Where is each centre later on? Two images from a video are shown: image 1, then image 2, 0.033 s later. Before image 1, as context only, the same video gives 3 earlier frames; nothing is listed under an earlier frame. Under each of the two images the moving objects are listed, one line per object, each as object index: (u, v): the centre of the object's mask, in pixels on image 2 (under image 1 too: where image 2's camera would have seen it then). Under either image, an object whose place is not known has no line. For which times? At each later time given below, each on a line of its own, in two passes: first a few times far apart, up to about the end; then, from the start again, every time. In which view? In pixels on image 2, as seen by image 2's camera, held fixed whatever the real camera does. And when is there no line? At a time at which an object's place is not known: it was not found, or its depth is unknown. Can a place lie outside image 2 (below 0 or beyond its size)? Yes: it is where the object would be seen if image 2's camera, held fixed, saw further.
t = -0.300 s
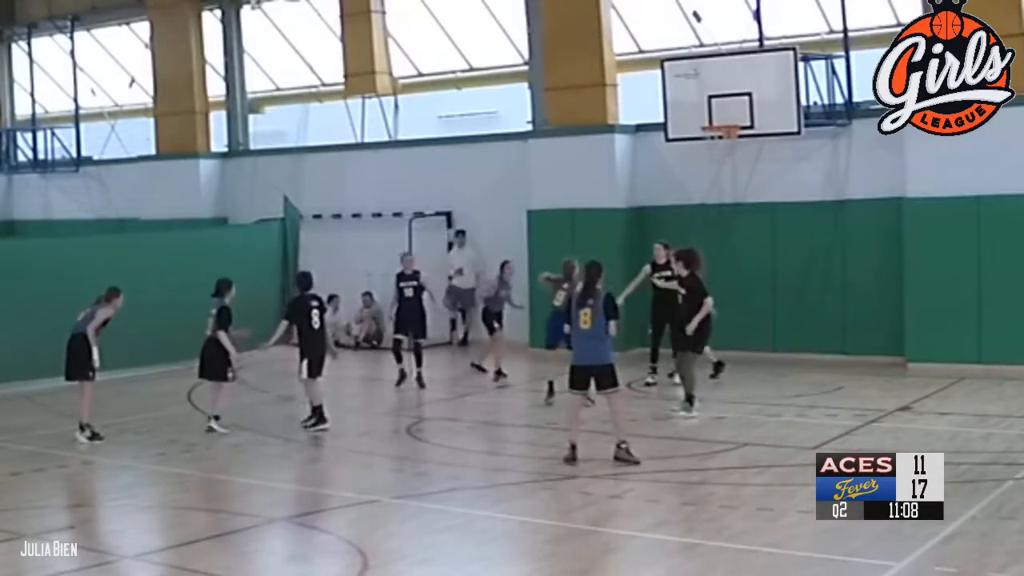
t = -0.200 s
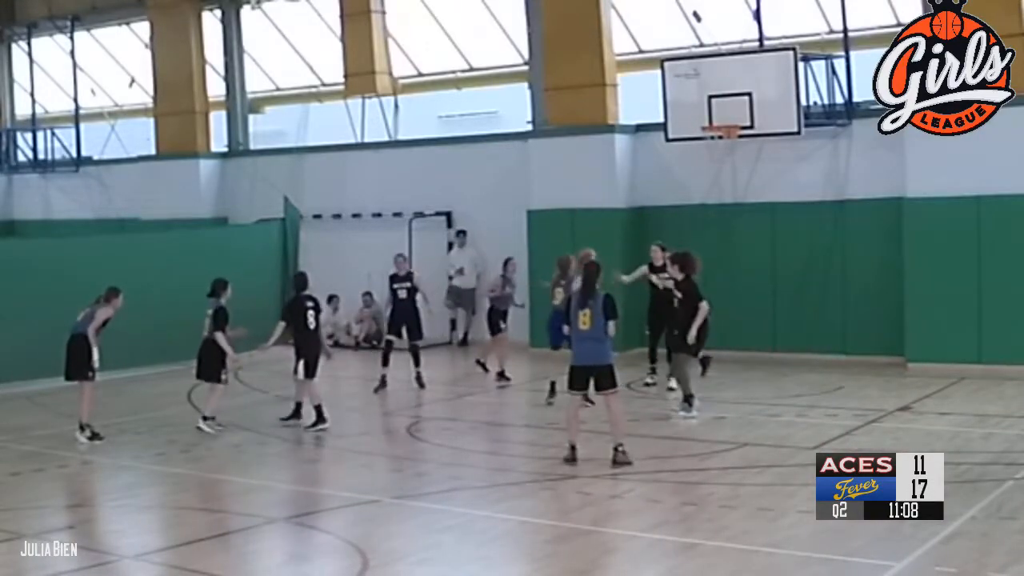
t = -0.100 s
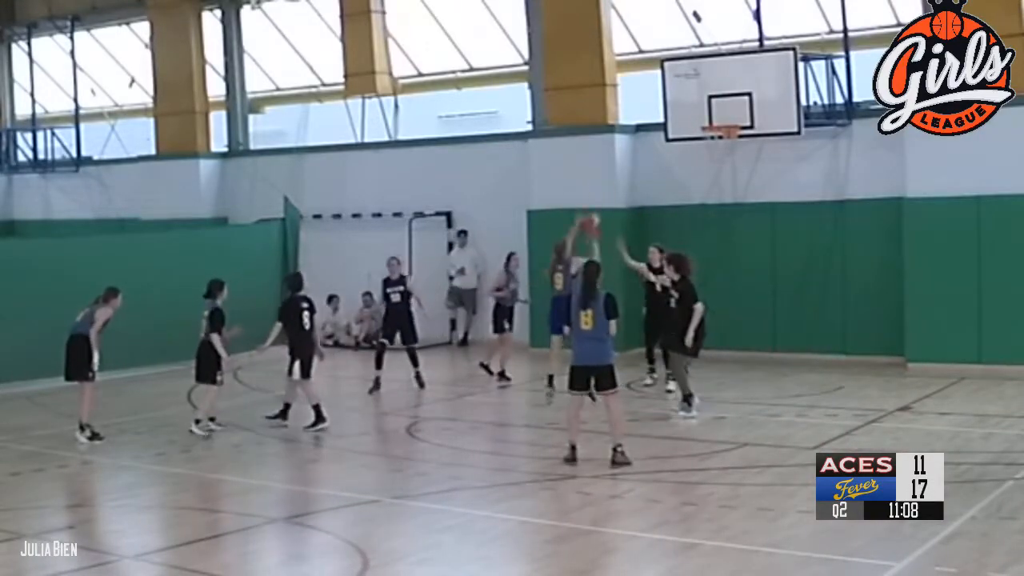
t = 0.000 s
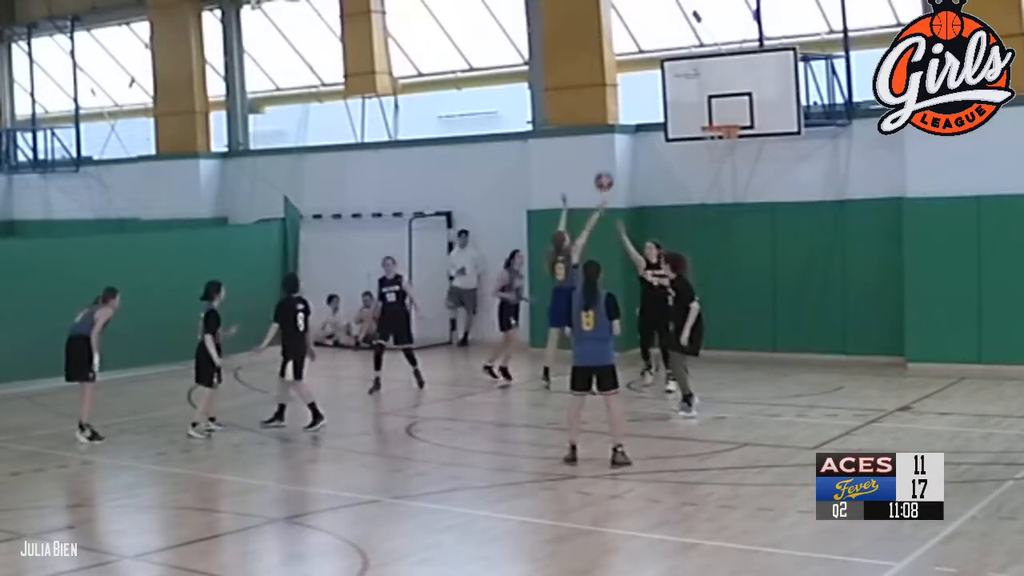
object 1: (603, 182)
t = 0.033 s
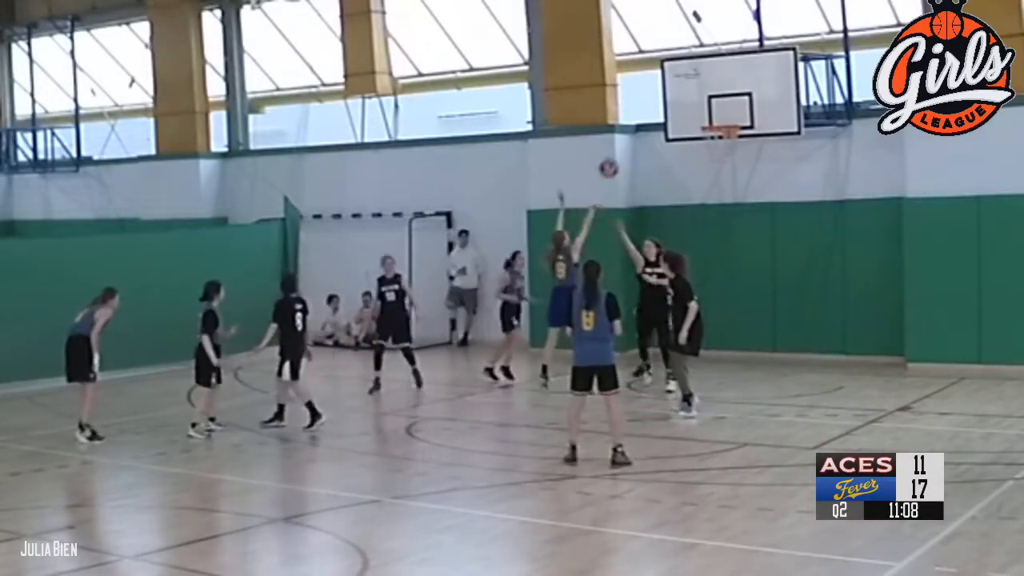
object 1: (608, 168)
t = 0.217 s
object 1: (636, 116)
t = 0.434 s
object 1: (668, 90)
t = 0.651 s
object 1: (701, 106)
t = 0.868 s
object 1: (731, 150)
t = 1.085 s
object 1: (746, 204)
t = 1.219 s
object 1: (757, 254)
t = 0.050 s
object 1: (611, 162)
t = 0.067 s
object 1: (613, 156)
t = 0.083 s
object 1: (616, 150)
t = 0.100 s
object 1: (618, 145)
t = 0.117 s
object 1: (621, 139)
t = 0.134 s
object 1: (623, 136)
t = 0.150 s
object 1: (626, 130)
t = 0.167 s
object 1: (629, 127)
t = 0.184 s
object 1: (631, 123)
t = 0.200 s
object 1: (634, 119)
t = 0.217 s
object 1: (636, 116)
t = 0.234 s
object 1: (638, 112)
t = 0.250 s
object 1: (640, 109)
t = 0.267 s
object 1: (643, 106)
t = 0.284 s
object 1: (646, 104)
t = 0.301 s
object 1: (648, 101)
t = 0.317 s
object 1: (650, 99)
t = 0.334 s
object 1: (653, 97)
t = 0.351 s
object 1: (655, 96)
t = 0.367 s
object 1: (657, 94)
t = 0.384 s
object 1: (660, 93)
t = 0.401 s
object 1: (663, 92)
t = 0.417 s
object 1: (665, 92)
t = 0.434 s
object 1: (668, 90)
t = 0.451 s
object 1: (671, 90)
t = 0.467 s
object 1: (673, 90)
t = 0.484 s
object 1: (675, 91)
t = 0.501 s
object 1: (678, 91)
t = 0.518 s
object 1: (681, 92)
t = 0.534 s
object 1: (683, 92)
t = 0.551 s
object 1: (685, 94)
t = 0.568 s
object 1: (688, 95)
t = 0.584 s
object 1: (691, 97)
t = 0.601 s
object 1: (693, 98)
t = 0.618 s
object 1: (696, 100)
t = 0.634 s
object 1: (698, 103)
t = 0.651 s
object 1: (701, 106)
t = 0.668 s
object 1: (703, 108)
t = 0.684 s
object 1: (706, 110)
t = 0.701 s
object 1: (709, 113)
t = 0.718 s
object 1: (711, 116)
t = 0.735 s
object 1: (714, 120)
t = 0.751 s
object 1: (717, 121)
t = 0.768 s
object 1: (718, 124)
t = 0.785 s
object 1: (719, 127)
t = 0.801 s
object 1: (723, 135)
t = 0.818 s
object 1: (724, 141)
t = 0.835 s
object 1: (726, 143)
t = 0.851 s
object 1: (729, 146)
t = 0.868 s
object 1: (731, 150)
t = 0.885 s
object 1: (732, 153)
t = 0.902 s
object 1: (733, 155)
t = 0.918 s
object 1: (735, 159)
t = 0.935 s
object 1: (736, 163)
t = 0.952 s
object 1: (737, 167)
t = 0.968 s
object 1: (738, 171)
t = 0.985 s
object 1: (739, 175)
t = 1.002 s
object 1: (740, 180)
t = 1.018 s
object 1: (740, 184)
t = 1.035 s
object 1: (742, 189)
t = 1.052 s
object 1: (743, 195)
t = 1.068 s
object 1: (744, 199)
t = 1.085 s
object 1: (746, 204)
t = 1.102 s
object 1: (748, 208)
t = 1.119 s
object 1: (749, 213)
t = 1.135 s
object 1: (751, 220)
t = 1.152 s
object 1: (752, 227)
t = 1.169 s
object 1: (753, 233)
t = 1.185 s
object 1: (754, 240)
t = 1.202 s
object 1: (755, 246)
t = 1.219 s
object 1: (757, 254)
